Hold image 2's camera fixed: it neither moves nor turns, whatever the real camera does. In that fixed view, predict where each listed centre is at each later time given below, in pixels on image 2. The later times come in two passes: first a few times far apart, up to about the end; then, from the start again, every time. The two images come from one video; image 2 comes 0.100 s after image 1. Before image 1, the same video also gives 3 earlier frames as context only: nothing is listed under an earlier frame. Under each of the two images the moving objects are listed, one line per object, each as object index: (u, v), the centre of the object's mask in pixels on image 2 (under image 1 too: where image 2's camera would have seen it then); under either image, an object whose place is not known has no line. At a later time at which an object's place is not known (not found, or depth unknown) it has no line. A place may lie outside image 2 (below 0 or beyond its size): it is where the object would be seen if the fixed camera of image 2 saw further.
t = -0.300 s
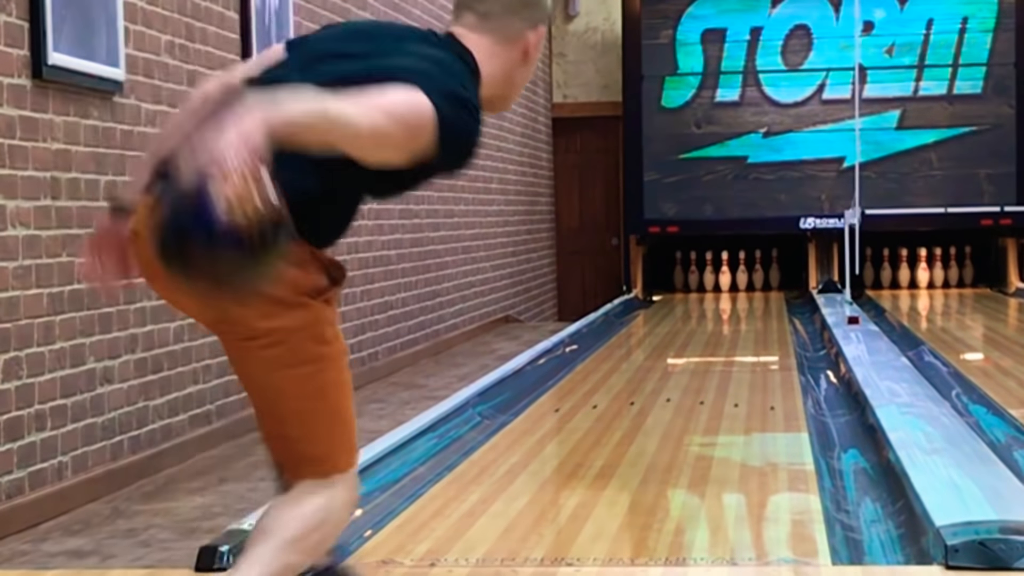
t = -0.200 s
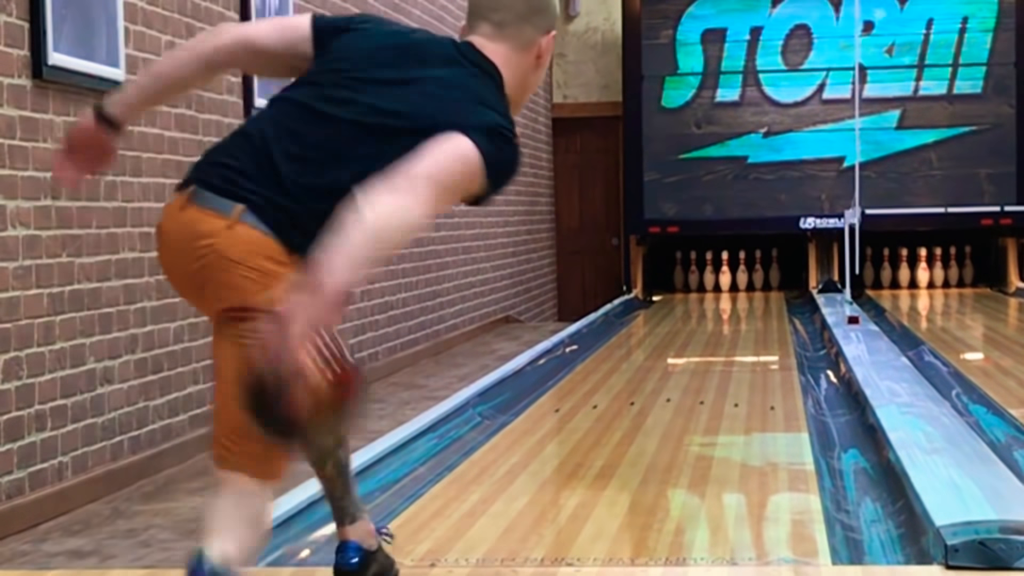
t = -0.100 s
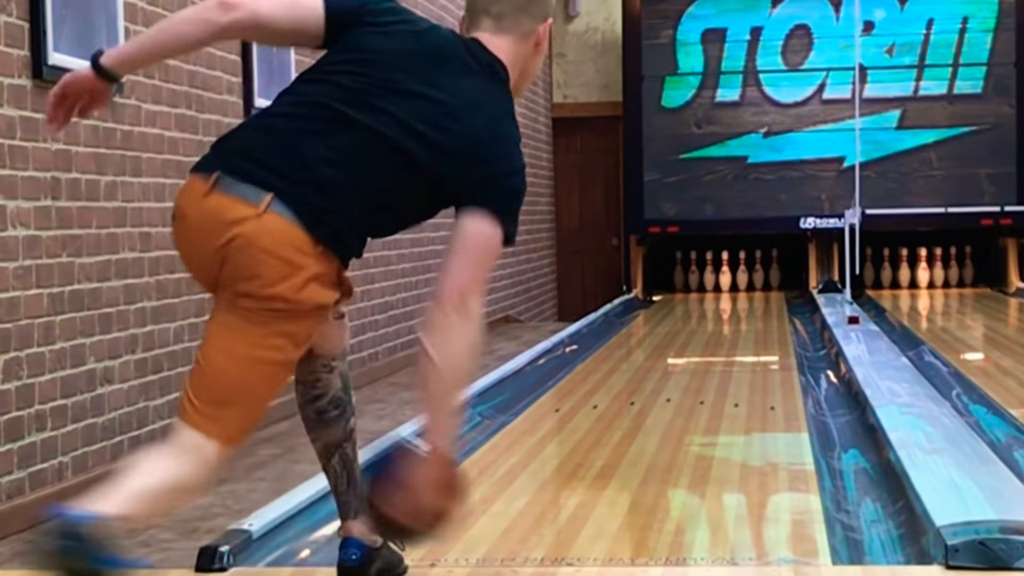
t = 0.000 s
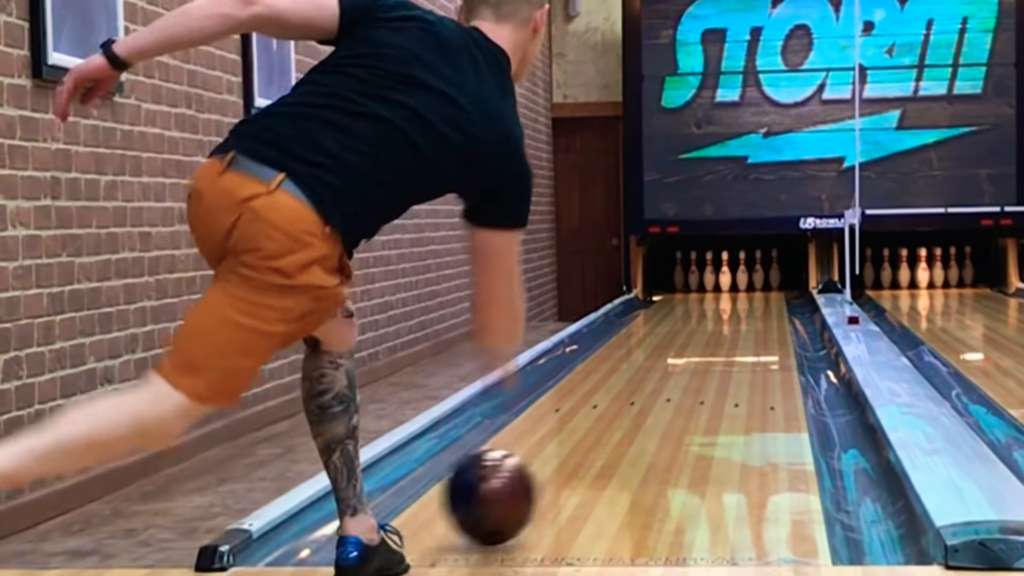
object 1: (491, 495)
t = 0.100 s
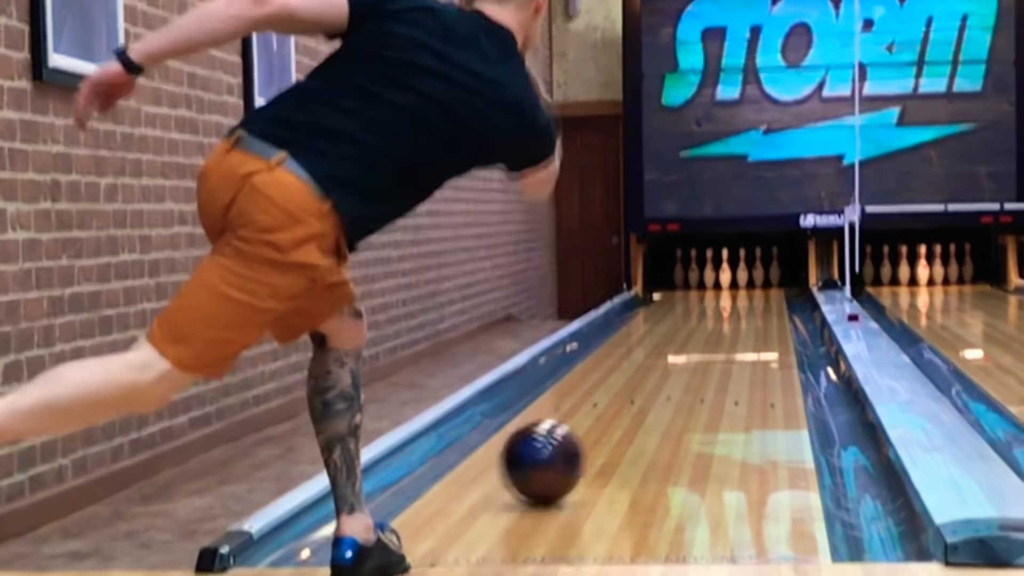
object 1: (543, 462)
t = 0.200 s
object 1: (583, 435)
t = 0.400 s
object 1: (641, 395)
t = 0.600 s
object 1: (680, 367)
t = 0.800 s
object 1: (710, 346)
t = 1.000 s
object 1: (731, 329)
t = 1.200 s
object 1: (746, 317)
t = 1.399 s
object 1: (757, 307)
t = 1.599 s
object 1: (764, 299)
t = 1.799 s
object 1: (765, 292)
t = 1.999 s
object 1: (760, 287)
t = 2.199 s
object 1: (745, 282)
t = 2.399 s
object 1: (728, 279)
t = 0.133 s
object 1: (557, 453)
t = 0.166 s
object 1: (571, 443)
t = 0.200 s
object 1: (583, 435)
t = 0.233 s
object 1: (595, 427)
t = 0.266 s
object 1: (605, 420)
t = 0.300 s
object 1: (615, 413)
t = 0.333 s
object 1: (624, 407)
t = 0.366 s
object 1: (633, 401)
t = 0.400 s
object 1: (641, 395)
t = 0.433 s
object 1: (649, 390)
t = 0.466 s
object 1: (656, 385)
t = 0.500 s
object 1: (663, 380)
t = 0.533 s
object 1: (669, 375)
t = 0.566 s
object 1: (675, 371)
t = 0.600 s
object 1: (680, 367)
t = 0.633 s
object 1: (686, 363)
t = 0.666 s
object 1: (692, 359)
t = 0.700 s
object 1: (696, 356)
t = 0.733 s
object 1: (700, 352)
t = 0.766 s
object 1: (705, 348)
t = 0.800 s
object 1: (710, 346)
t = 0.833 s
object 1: (714, 343)
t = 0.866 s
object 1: (717, 340)
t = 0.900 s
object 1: (721, 337)
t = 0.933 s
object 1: (724, 334)
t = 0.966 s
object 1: (728, 331)
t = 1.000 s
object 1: (731, 329)
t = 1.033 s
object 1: (733, 326)
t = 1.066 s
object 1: (736, 325)
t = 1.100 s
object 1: (739, 323)
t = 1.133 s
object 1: (741, 321)
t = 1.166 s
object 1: (743, 319)
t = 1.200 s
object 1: (746, 317)
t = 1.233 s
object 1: (749, 315)
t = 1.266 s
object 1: (750, 313)
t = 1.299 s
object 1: (752, 311)
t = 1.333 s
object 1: (754, 310)
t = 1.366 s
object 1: (756, 308)
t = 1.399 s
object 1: (757, 307)
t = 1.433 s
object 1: (758, 305)
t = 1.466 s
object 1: (760, 304)
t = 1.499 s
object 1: (761, 303)
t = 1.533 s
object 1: (762, 301)
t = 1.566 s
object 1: (763, 300)
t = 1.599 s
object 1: (764, 299)
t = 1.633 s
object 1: (765, 298)
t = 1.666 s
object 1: (765, 297)
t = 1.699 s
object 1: (765, 296)
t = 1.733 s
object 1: (765, 294)
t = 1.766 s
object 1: (765, 293)
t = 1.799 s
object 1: (765, 292)
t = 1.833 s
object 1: (765, 291)
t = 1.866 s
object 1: (764, 291)
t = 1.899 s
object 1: (763, 290)
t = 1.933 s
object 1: (763, 289)
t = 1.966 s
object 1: (762, 288)
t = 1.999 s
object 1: (760, 287)
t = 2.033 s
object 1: (758, 286)
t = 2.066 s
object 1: (755, 285)
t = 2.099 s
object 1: (753, 284)
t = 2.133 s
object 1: (750, 283)
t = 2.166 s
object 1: (749, 283)
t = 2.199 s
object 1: (745, 282)
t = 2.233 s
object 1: (743, 281)
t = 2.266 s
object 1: (740, 281)
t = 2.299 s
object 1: (737, 281)
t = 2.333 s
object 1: (736, 280)
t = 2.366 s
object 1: (730, 279)
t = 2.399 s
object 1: (728, 279)
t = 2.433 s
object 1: (727, 278)
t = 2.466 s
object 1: (728, 278)
